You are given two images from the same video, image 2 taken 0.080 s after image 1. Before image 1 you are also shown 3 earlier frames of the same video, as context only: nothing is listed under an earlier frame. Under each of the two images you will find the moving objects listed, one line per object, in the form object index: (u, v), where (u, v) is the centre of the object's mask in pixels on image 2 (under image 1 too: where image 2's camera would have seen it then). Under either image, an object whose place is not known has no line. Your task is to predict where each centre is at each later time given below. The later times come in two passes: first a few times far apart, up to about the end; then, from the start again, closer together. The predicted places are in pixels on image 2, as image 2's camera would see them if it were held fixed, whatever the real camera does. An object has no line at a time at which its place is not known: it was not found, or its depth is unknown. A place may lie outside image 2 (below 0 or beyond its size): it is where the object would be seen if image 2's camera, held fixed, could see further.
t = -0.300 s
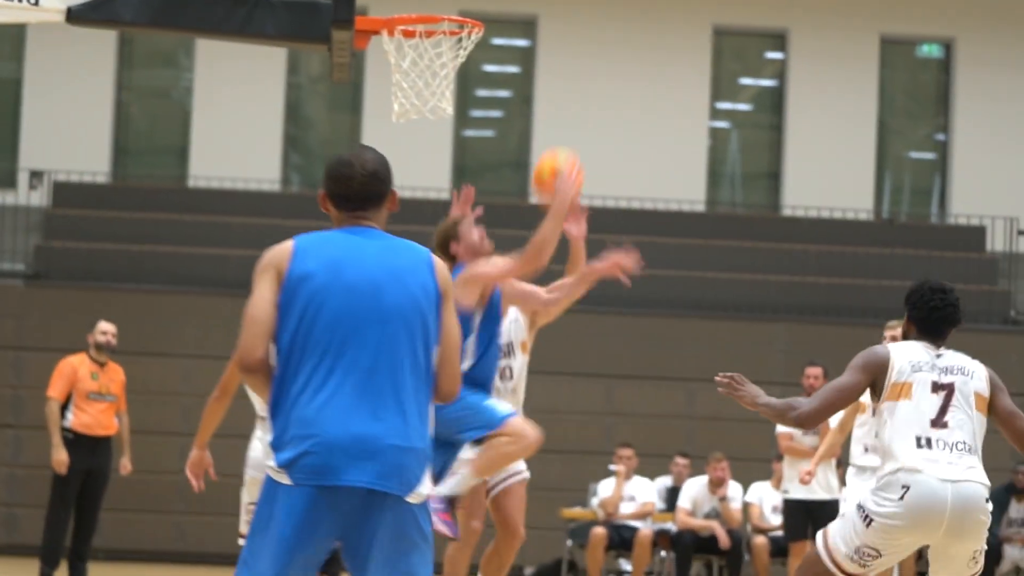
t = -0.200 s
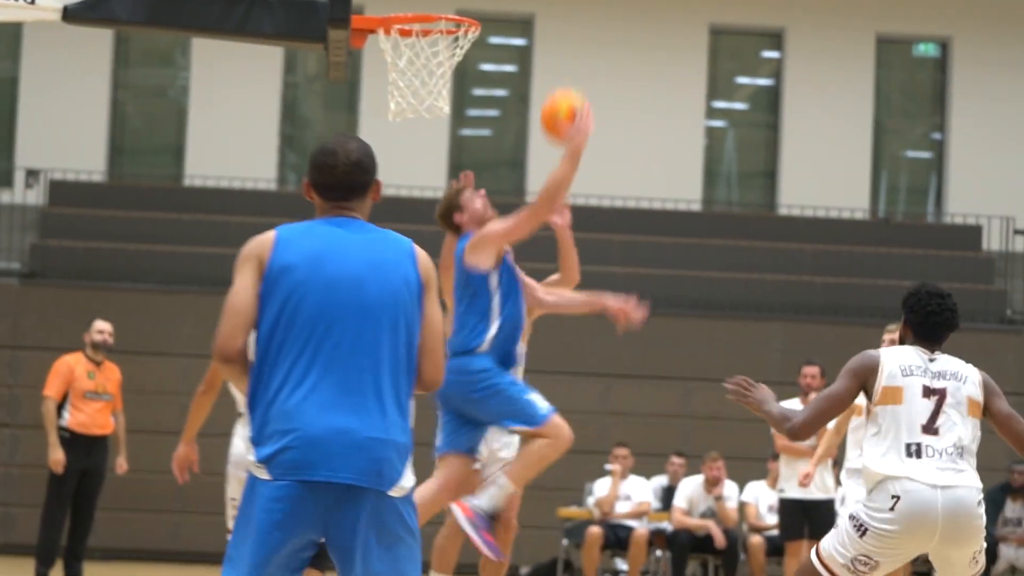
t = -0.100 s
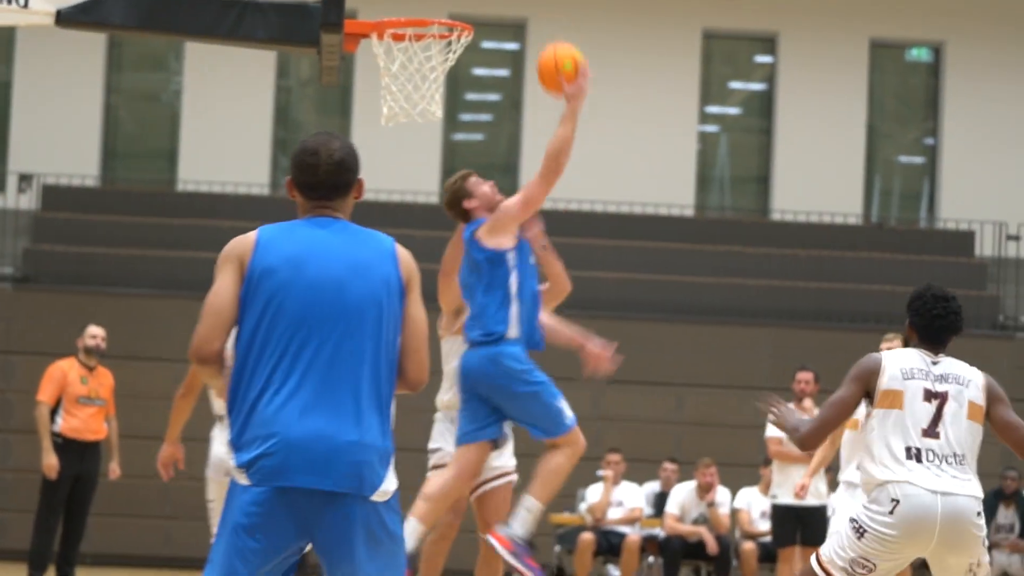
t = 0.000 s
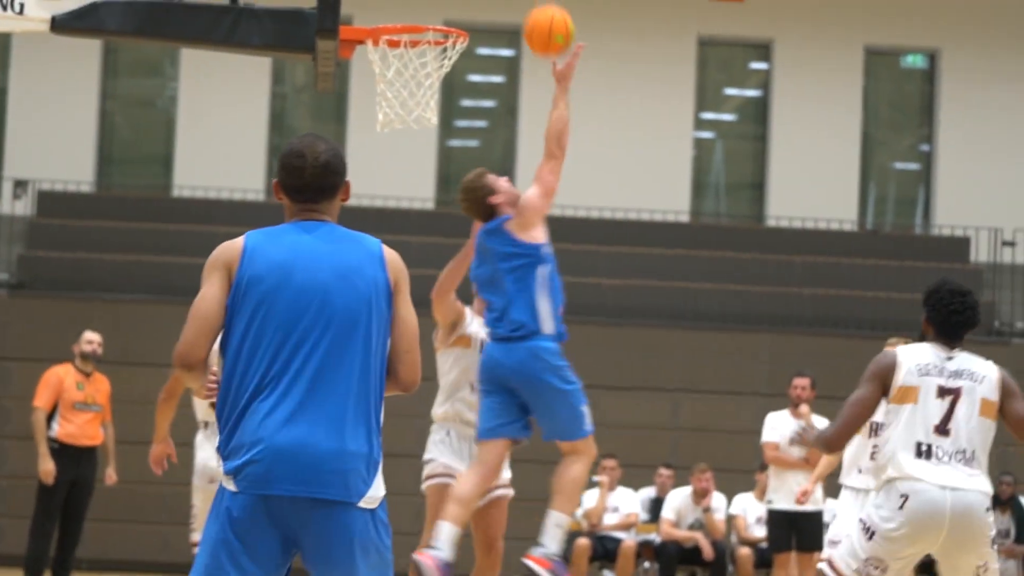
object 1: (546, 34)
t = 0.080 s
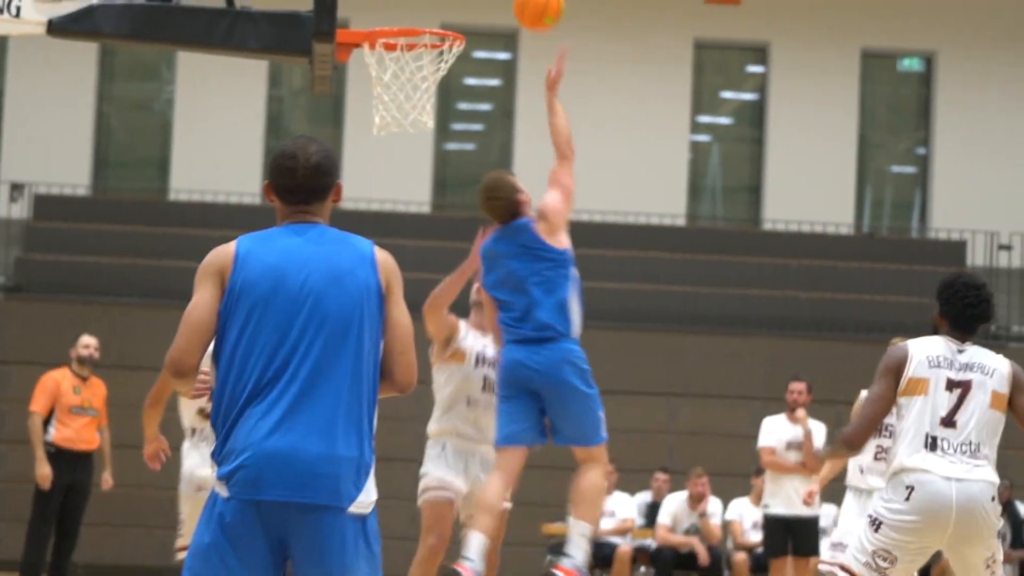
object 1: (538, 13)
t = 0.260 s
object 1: (517, -49)
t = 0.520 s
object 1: (487, -66)
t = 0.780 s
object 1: (457, -22)
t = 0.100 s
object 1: (536, 8)
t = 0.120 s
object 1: (534, 1)
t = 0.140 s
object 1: (532, -7)
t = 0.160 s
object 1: (529, -15)
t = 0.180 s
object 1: (526, -21)
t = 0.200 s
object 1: (523, -28)
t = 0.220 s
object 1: (521, -35)
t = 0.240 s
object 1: (519, -43)
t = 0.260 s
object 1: (517, -49)
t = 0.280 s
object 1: (514, -54)
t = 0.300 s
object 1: (511, -56)
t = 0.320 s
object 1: (509, -59)
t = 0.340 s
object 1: (507, -63)
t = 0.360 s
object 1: (505, -66)
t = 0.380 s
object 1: (503, -68)
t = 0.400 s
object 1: (501, -71)
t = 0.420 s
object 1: (498, -71)
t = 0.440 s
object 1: (495, -70)
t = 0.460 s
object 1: (493, -68)
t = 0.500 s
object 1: (489, -67)
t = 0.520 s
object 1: (487, -66)
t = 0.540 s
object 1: (485, -65)
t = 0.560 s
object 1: (482, -64)
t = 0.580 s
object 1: (480, -62)
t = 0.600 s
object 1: (477, -60)
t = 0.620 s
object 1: (475, -58)
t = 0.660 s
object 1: (470, -52)
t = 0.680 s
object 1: (468, -49)
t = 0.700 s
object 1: (465, -44)
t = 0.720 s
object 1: (463, -40)
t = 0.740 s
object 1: (460, -35)
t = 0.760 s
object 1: (459, -28)
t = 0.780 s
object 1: (457, -22)
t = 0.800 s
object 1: (455, -18)
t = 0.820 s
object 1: (453, -13)
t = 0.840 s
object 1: (449, -6)
